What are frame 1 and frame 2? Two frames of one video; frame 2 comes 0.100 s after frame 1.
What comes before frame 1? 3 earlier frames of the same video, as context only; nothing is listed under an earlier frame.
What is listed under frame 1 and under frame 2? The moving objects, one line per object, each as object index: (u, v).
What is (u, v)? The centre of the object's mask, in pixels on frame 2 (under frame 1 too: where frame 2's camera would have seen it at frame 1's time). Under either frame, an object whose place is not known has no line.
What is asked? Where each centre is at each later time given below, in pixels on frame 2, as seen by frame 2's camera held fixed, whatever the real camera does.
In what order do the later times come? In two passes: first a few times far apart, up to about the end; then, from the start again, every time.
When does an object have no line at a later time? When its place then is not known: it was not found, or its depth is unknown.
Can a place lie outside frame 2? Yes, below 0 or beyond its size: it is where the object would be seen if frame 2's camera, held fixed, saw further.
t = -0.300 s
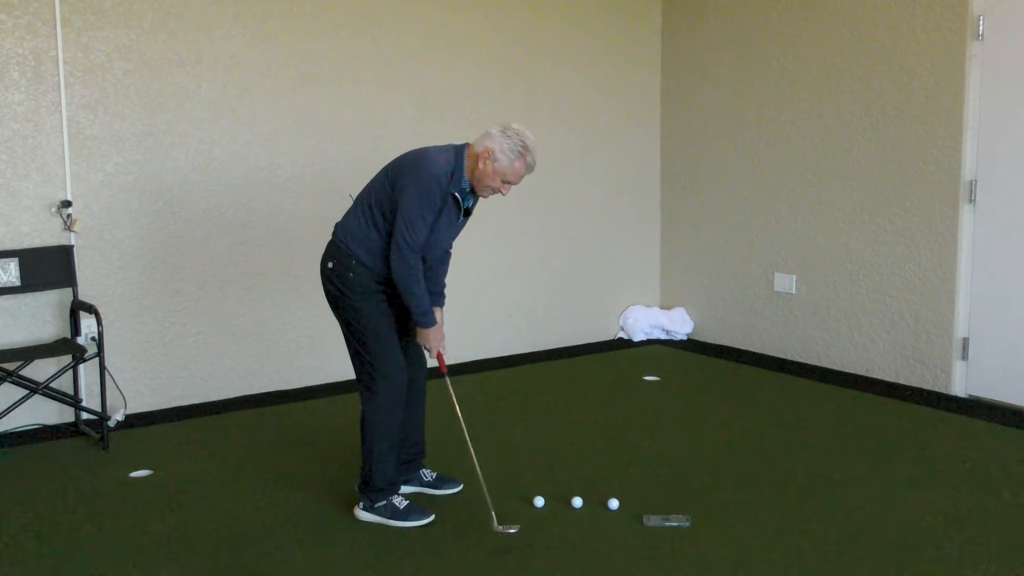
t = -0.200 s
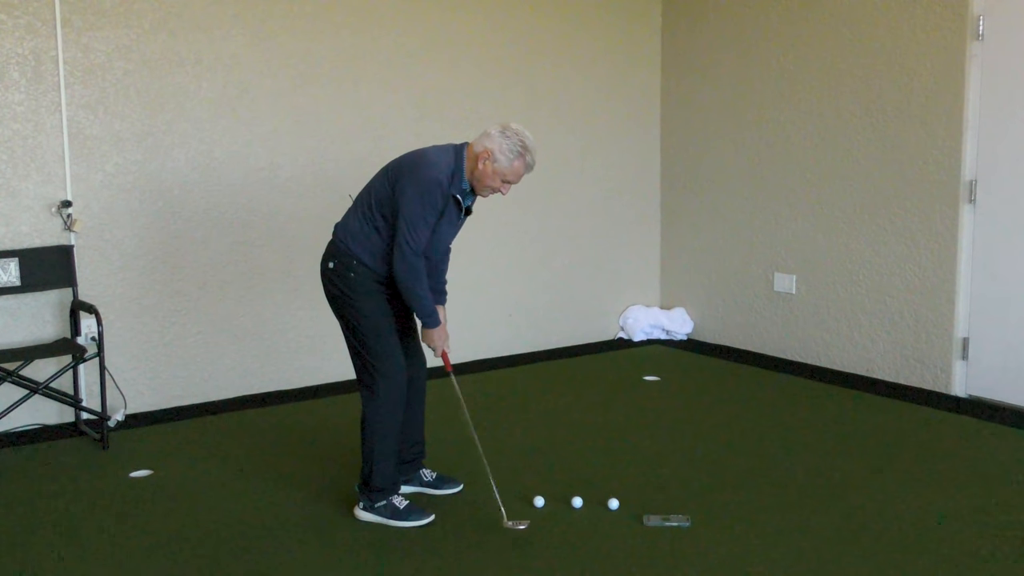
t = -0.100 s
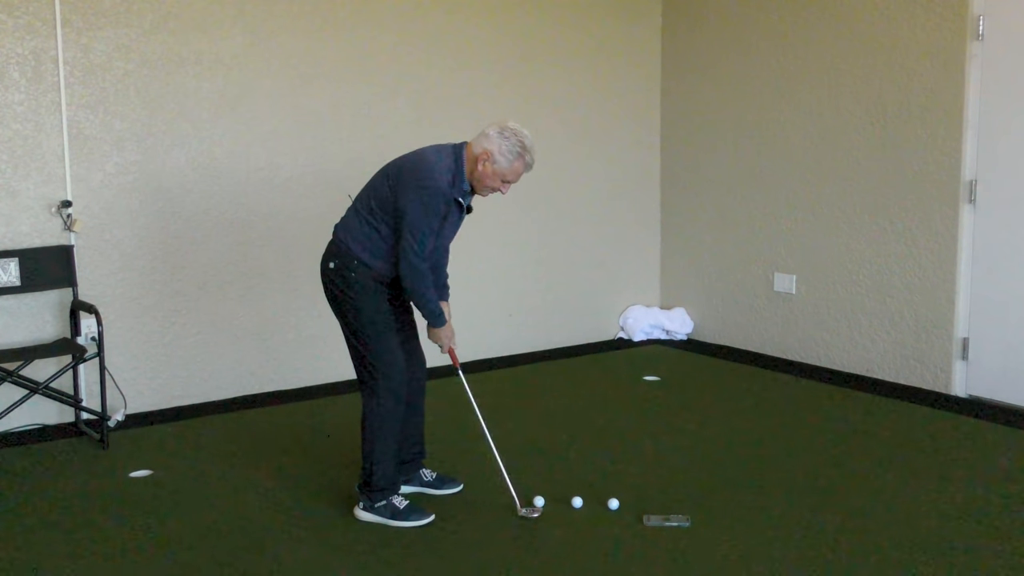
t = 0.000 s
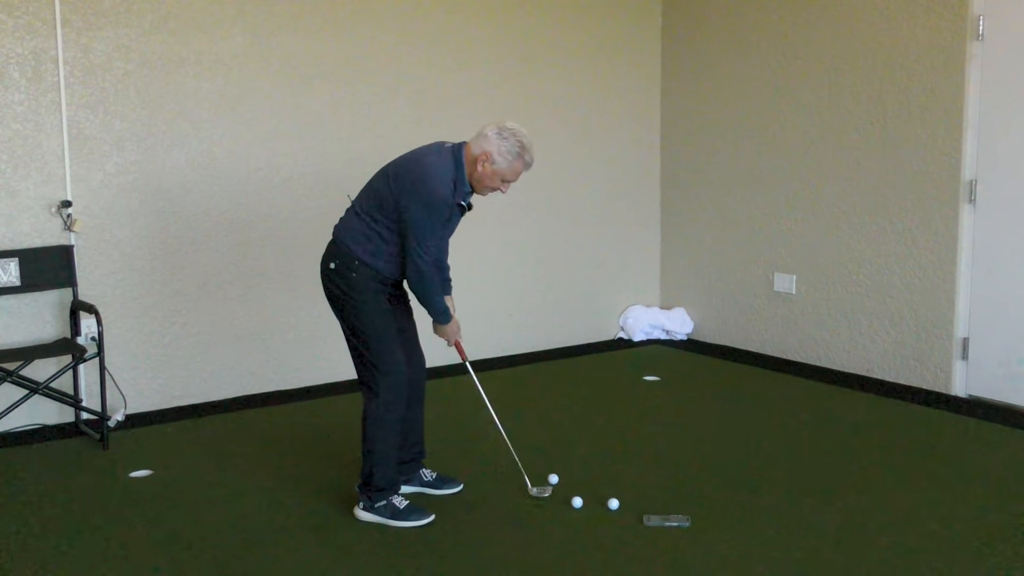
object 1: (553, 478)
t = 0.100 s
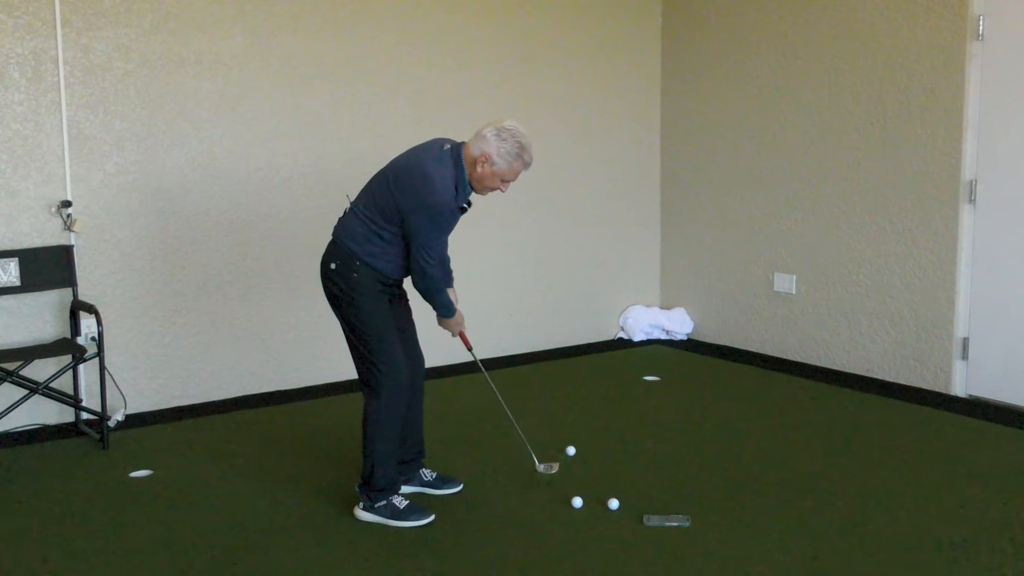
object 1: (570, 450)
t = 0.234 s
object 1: (588, 421)
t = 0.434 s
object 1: (607, 392)
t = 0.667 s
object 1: (623, 368)
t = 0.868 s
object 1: (634, 351)
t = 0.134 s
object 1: (576, 442)
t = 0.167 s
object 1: (580, 434)
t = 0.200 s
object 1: (584, 428)
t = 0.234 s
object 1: (588, 421)
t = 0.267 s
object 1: (592, 415)
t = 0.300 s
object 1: (595, 409)
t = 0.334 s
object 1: (599, 405)
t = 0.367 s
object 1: (602, 400)
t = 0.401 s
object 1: (604, 396)
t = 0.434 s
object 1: (607, 392)
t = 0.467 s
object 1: (610, 388)
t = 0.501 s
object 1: (612, 384)
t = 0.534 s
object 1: (615, 381)
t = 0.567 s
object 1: (617, 377)
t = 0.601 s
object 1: (619, 374)
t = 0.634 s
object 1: (621, 371)
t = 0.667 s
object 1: (623, 368)
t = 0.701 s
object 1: (625, 365)
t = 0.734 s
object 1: (627, 362)
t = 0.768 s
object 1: (629, 359)
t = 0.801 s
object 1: (631, 356)
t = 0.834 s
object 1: (633, 354)
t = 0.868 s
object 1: (634, 351)
